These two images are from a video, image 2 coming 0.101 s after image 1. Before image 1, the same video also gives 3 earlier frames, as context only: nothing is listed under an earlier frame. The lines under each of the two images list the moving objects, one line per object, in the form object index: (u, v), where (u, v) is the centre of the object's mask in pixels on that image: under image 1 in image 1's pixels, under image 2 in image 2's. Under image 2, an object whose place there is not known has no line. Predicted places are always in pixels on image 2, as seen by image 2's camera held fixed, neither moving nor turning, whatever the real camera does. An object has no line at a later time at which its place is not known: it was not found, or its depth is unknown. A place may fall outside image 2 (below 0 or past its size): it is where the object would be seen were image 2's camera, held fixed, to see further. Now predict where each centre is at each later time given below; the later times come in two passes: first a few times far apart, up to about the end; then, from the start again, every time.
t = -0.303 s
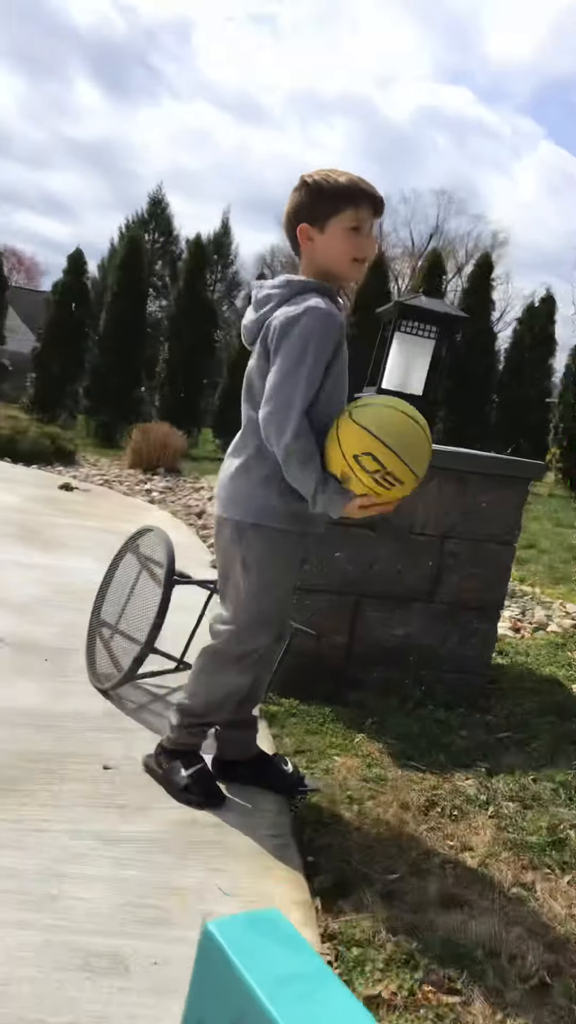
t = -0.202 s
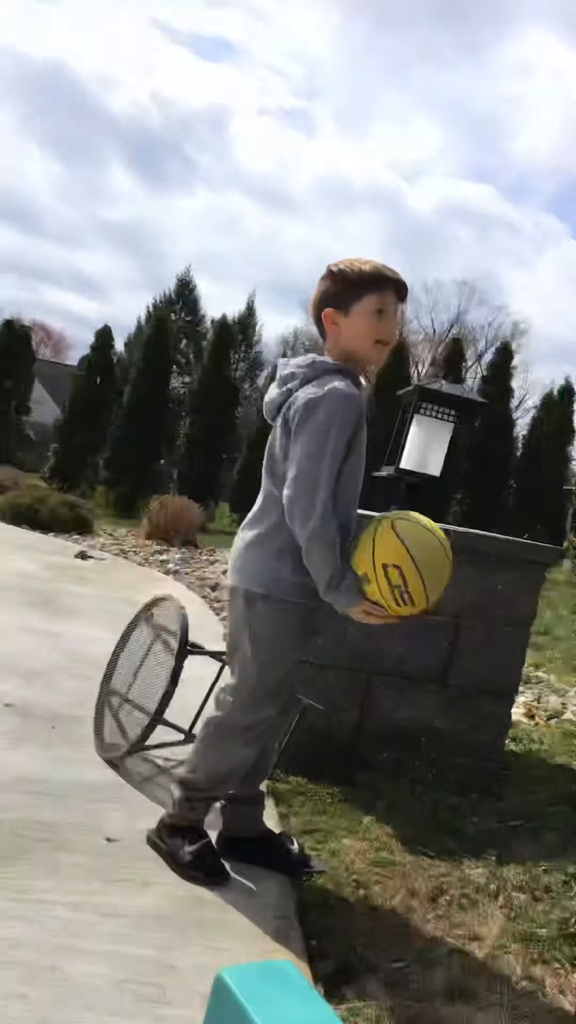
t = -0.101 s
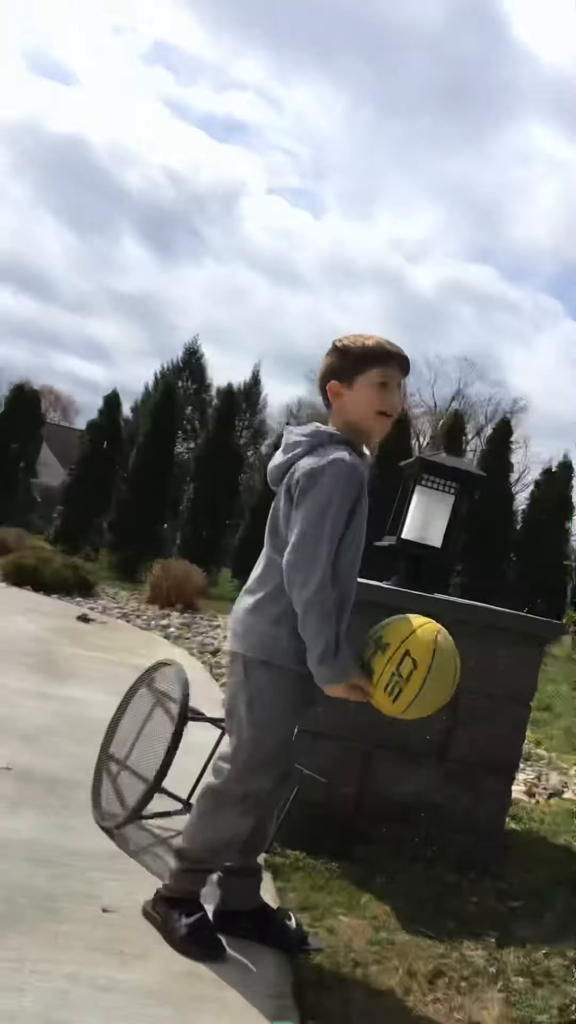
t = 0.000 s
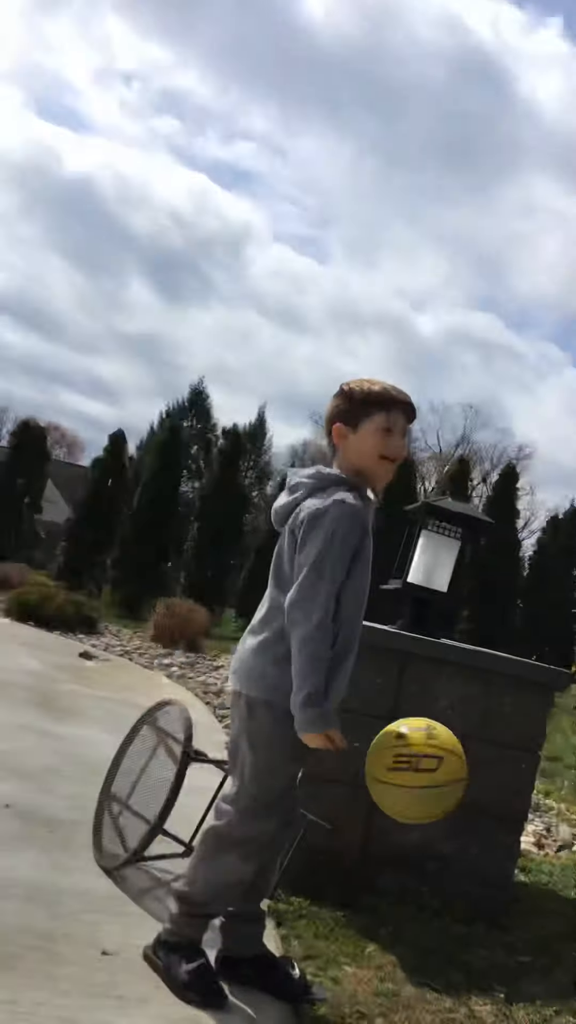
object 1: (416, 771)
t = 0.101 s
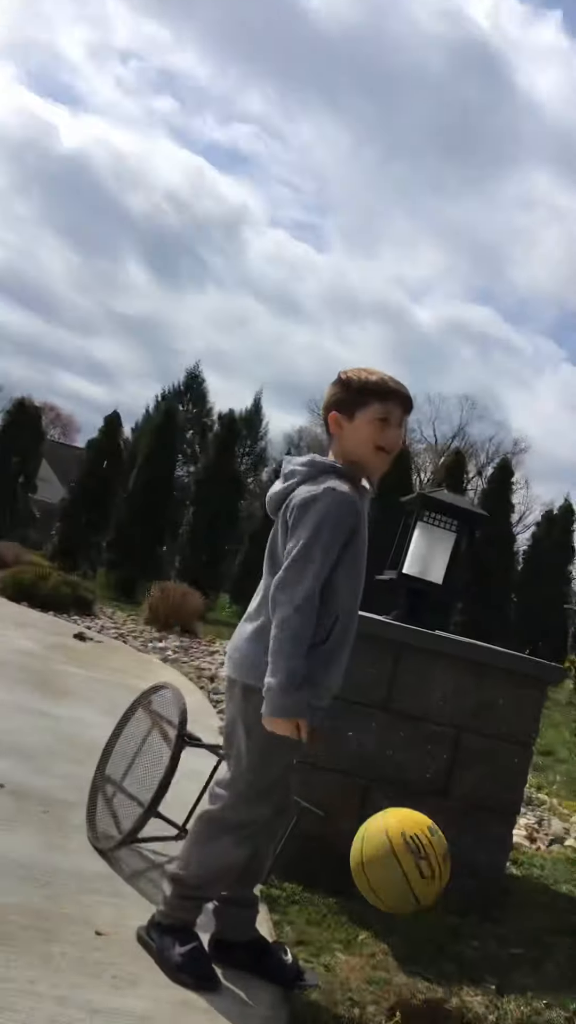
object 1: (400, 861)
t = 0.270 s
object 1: (437, 865)
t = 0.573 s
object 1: (505, 902)
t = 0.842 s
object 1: (555, 947)
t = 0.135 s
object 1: (395, 903)
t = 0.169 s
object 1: (392, 935)
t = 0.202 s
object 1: (408, 908)
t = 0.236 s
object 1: (423, 884)
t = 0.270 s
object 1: (437, 865)
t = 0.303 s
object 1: (449, 850)
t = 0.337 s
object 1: (460, 841)
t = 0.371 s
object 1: (469, 836)
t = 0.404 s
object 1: (478, 836)
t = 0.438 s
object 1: (486, 841)
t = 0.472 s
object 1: (492, 850)
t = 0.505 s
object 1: (498, 862)
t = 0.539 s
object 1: (503, 880)
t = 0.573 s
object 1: (505, 902)
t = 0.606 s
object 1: (509, 929)
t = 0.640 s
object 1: (512, 952)
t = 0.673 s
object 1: (521, 941)
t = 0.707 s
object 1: (530, 934)
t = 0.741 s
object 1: (538, 929)
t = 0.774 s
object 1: (544, 931)
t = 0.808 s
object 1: (550, 938)
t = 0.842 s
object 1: (555, 947)
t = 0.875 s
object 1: (562, 949)
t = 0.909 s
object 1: (569, 947)
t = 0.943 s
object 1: (575, 949)
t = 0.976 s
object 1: (581, 954)
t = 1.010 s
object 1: (587, 955)
